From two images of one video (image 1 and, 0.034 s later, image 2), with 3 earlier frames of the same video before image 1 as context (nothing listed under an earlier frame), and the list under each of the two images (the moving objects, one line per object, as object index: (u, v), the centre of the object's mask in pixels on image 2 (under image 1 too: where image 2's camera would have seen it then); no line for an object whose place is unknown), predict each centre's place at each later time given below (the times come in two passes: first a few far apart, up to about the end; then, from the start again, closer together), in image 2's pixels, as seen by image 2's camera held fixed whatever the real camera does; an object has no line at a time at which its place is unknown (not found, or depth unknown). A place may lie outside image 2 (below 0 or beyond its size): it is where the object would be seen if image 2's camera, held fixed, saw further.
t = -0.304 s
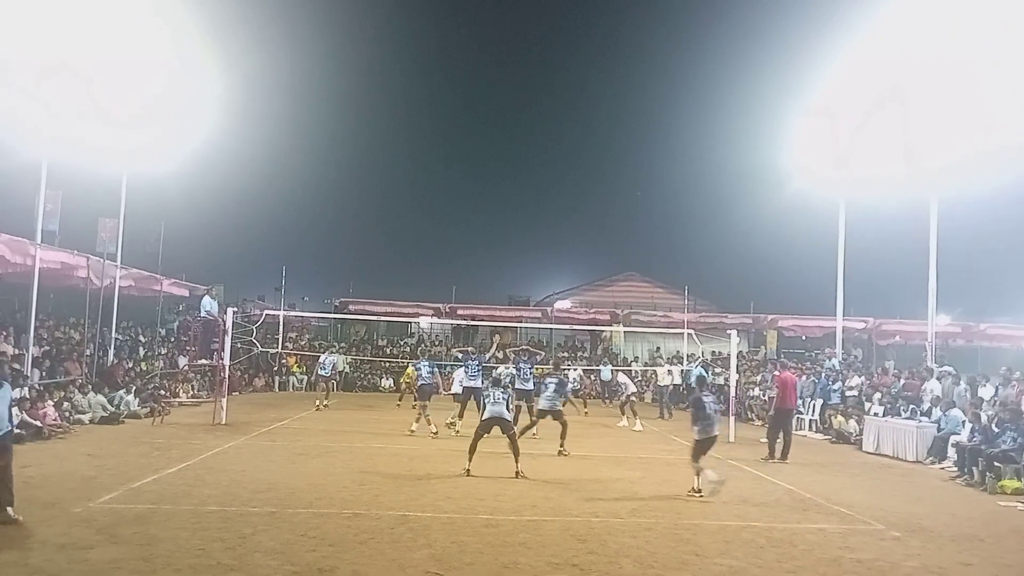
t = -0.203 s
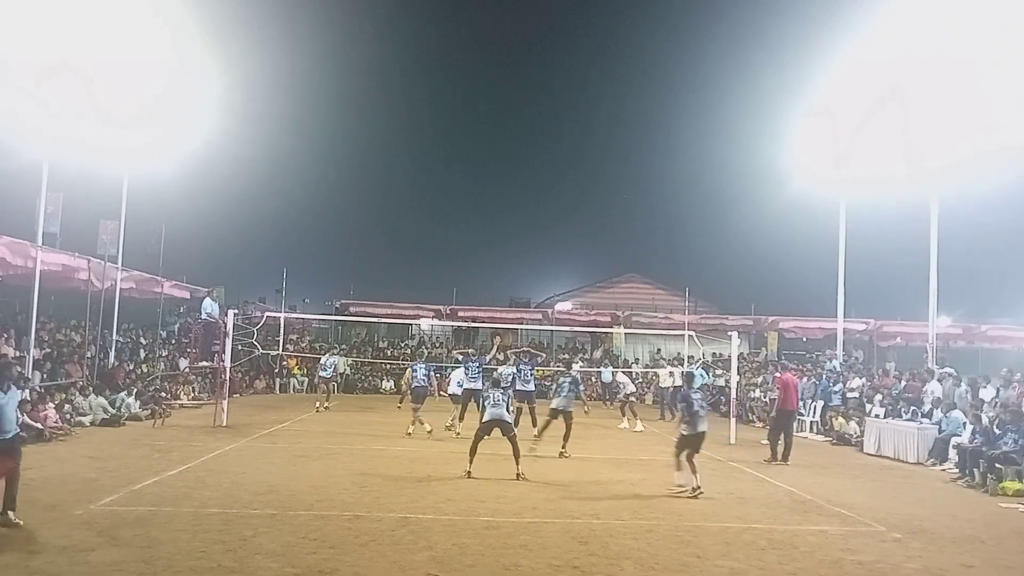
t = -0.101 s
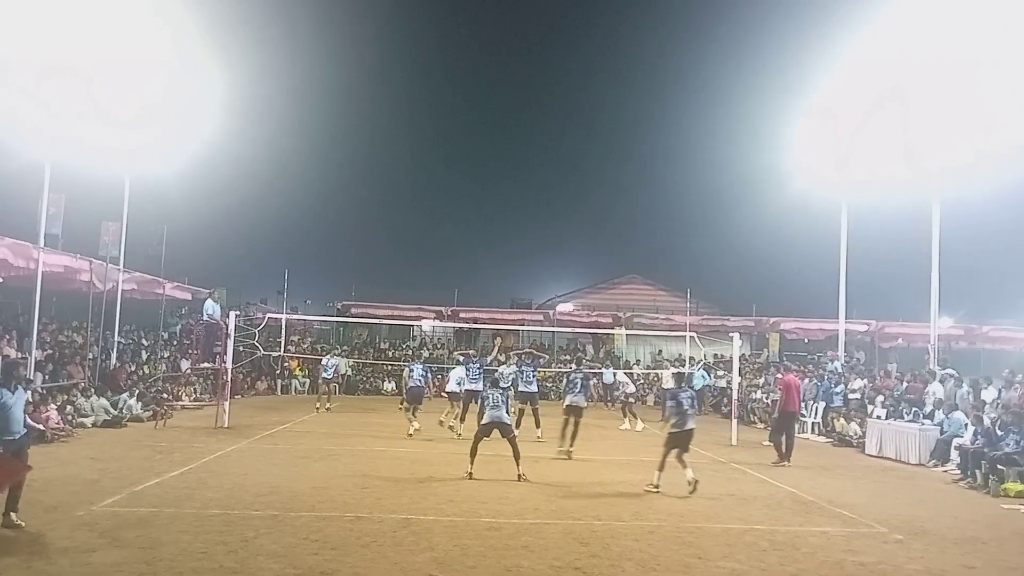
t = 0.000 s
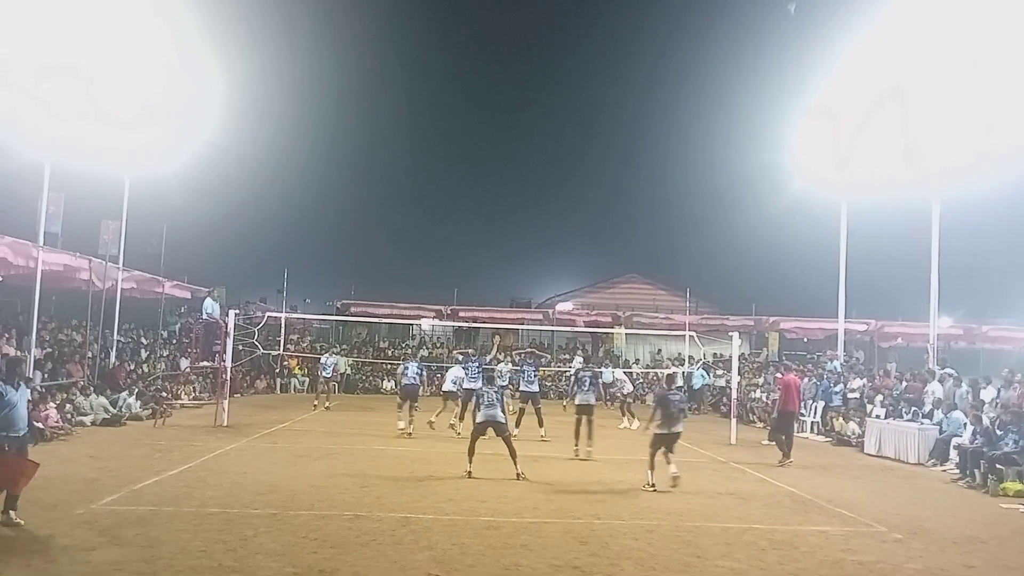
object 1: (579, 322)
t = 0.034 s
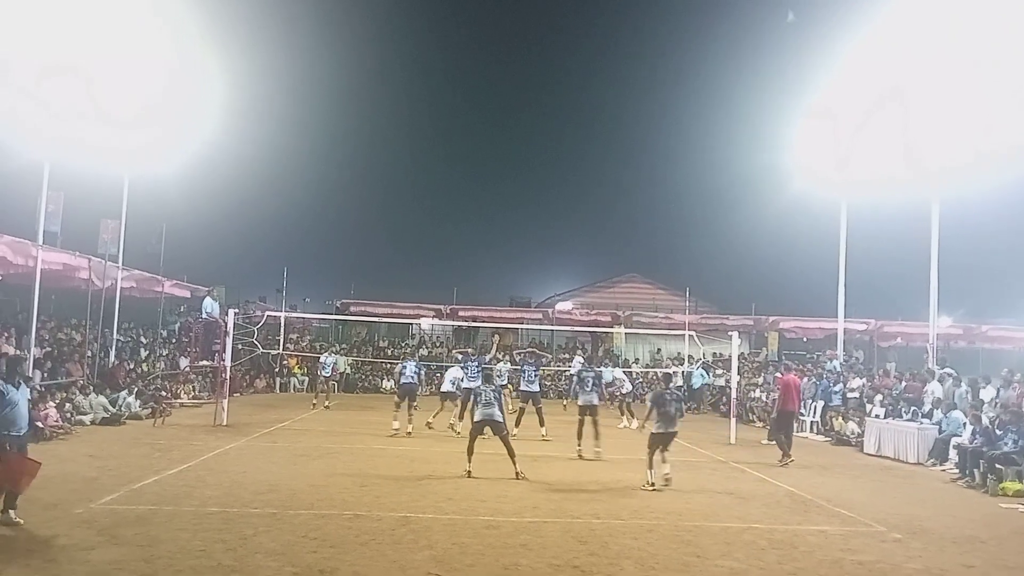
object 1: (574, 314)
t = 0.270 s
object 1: (553, 272)
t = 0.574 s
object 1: (520, 245)
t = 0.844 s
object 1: (490, 248)
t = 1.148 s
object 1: (453, 285)
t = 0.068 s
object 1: (574, 307)
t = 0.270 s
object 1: (553, 272)
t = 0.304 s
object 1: (549, 267)
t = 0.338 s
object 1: (546, 264)
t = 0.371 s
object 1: (542, 259)
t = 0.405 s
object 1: (539, 256)
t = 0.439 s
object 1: (535, 253)
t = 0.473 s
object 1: (531, 250)
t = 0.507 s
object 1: (528, 248)
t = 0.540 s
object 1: (524, 246)
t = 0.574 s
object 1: (520, 245)
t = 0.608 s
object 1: (516, 244)
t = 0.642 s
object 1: (513, 243)
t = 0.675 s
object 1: (509, 243)
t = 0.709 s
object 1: (505, 243)
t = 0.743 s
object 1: (501, 244)
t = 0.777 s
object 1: (497, 245)
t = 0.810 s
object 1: (493, 247)
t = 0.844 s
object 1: (490, 248)
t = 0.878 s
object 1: (486, 251)
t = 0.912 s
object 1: (482, 253)
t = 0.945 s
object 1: (478, 256)
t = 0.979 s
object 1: (474, 260)
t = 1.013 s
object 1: (469, 264)
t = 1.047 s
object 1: (465, 269)
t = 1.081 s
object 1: (461, 274)
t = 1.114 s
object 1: (457, 279)
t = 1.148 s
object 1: (453, 285)
